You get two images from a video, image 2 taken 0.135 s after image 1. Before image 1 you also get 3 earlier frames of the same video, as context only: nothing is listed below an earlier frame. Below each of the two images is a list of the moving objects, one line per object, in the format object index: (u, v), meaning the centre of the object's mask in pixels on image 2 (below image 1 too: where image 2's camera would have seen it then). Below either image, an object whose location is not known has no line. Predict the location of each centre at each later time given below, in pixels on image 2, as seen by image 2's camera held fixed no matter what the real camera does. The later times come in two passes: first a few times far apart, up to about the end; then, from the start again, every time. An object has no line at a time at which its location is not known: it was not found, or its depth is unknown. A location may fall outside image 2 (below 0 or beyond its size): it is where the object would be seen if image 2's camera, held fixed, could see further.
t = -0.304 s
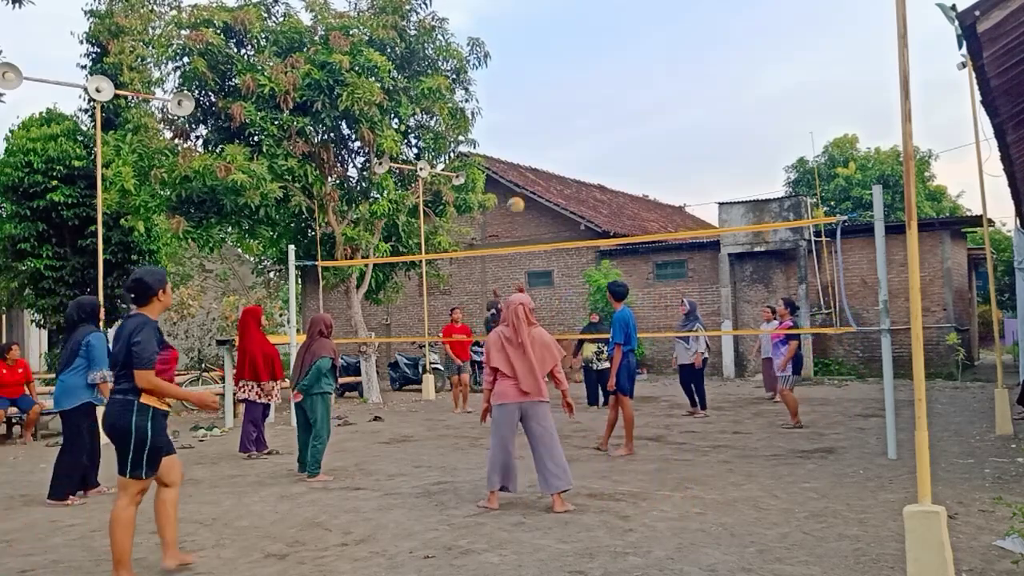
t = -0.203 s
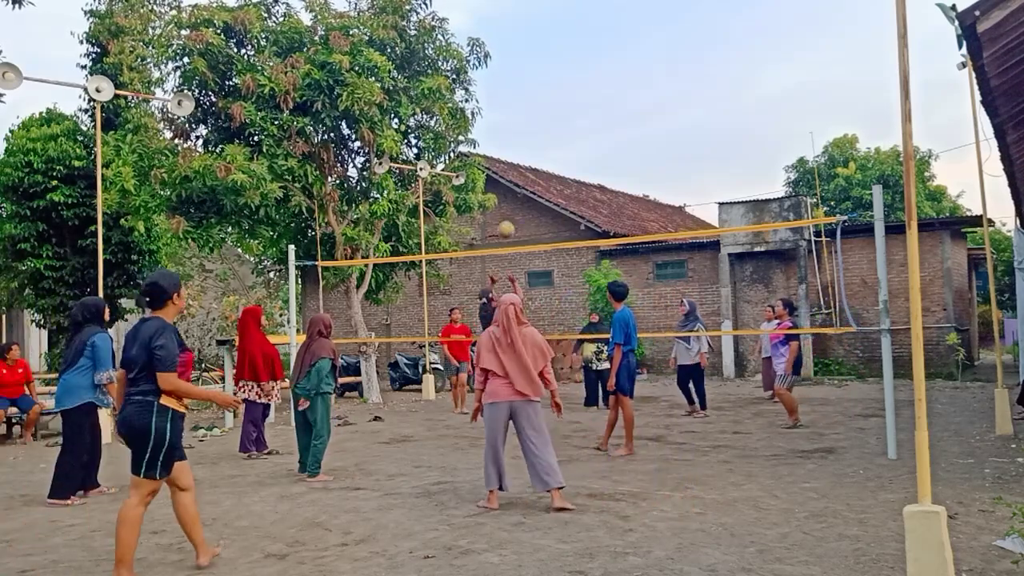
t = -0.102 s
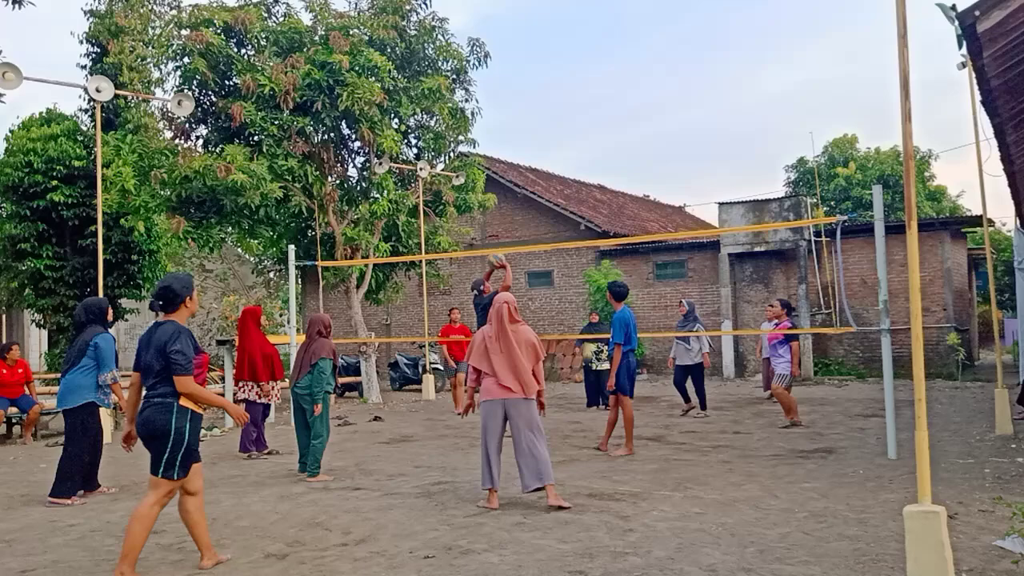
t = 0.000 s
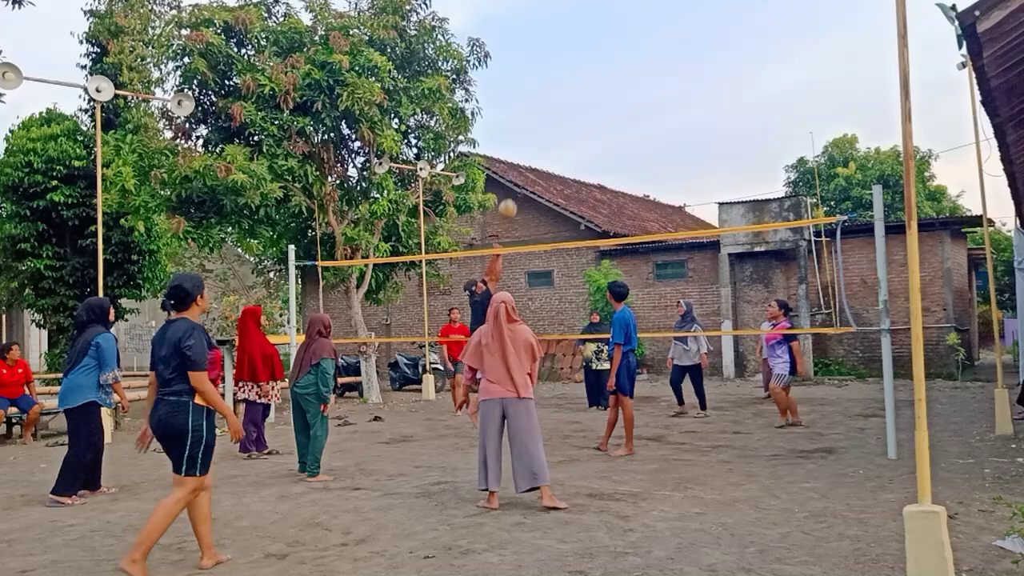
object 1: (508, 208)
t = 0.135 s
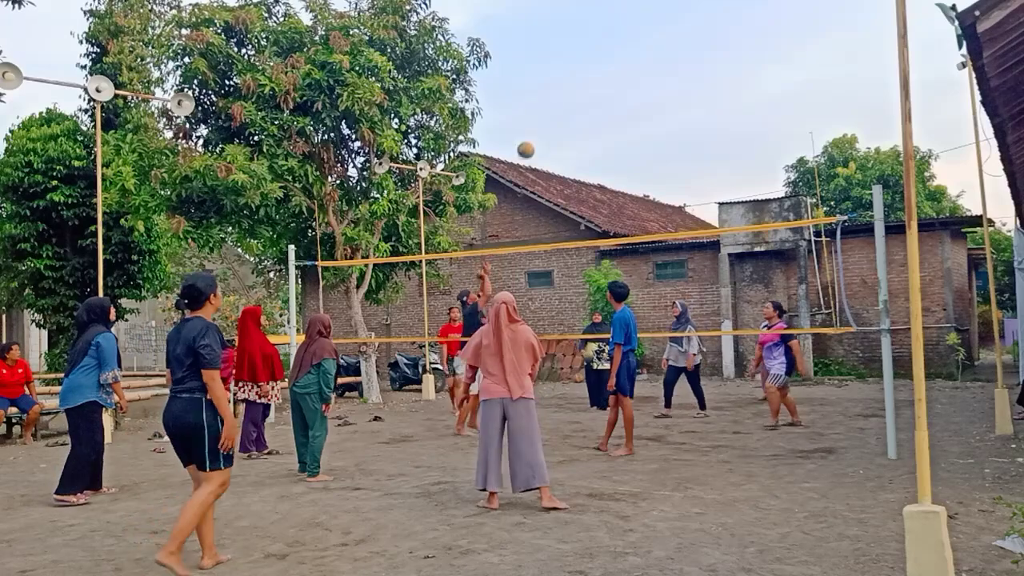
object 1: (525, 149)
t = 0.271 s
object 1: (544, 106)
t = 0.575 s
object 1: (588, 64)
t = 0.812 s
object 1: (627, 90)
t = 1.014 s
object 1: (656, 148)
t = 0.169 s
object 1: (530, 137)
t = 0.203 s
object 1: (535, 125)
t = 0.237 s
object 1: (540, 115)
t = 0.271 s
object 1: (544, 106)
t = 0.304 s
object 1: (549, 97)
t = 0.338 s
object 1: (554, 89)
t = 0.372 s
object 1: (559, 83)
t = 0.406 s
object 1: (564, 77)
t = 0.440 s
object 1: (569, 73)
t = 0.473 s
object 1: (574, 69)
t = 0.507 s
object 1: (579, 67)
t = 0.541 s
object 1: (584, 65)
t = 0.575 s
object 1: (588, 64)
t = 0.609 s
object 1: (593, 64)
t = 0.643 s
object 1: (598, 65)
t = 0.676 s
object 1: (603, 67)
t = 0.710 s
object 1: (612, 73)
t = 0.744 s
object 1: (617, 78)
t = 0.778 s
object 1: (622, 83)
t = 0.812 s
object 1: (627, 90)
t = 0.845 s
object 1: (632, 97)
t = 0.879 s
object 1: (637, 106)
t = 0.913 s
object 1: (641, 115)
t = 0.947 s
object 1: (646, 125)
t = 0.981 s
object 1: (651, 136)
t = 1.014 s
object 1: (656, 148)
